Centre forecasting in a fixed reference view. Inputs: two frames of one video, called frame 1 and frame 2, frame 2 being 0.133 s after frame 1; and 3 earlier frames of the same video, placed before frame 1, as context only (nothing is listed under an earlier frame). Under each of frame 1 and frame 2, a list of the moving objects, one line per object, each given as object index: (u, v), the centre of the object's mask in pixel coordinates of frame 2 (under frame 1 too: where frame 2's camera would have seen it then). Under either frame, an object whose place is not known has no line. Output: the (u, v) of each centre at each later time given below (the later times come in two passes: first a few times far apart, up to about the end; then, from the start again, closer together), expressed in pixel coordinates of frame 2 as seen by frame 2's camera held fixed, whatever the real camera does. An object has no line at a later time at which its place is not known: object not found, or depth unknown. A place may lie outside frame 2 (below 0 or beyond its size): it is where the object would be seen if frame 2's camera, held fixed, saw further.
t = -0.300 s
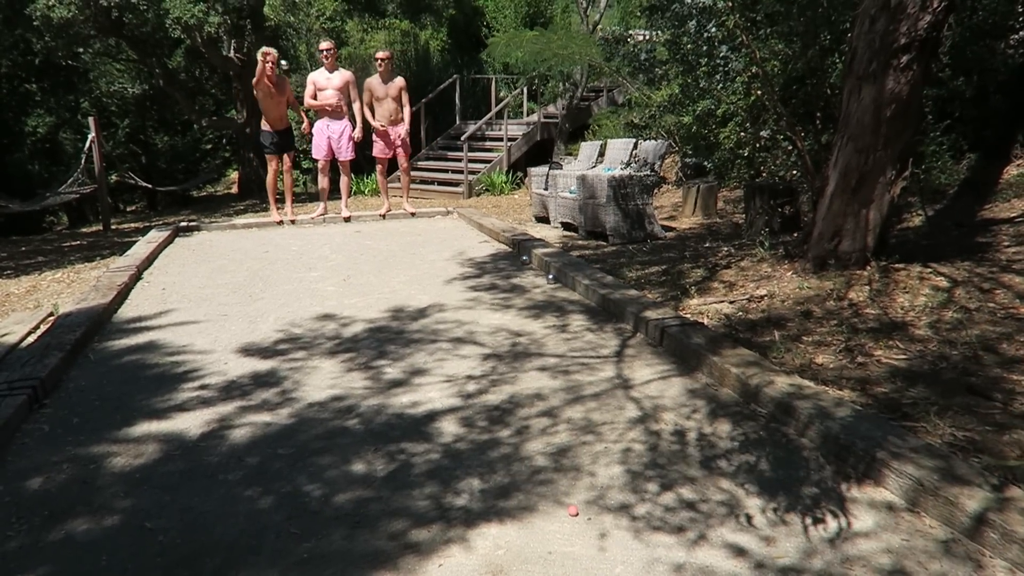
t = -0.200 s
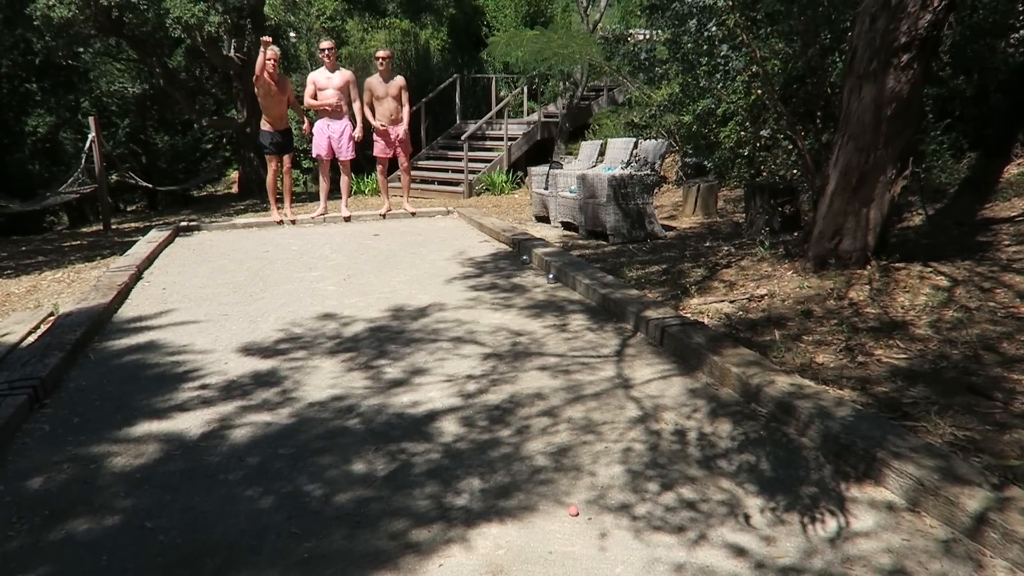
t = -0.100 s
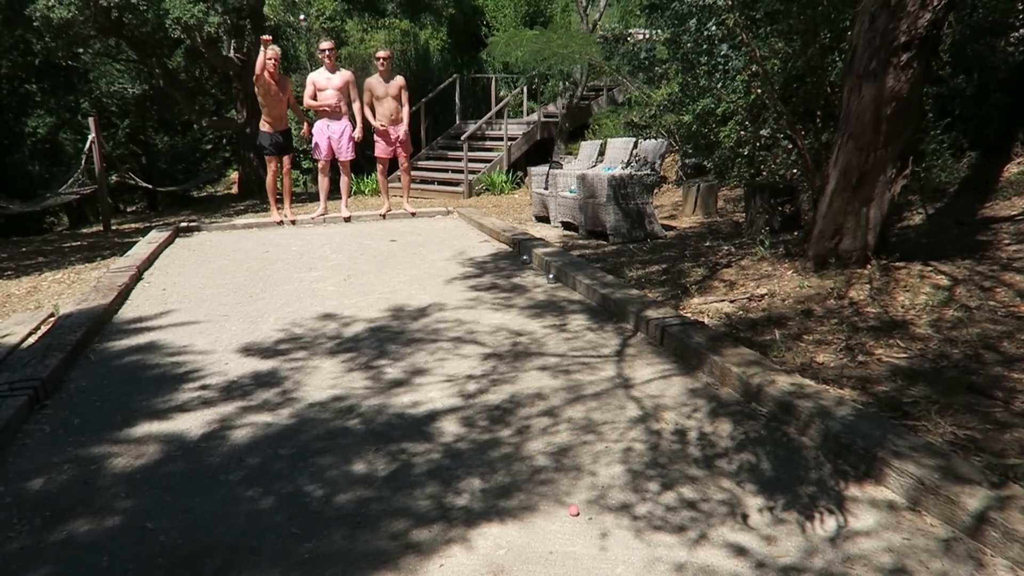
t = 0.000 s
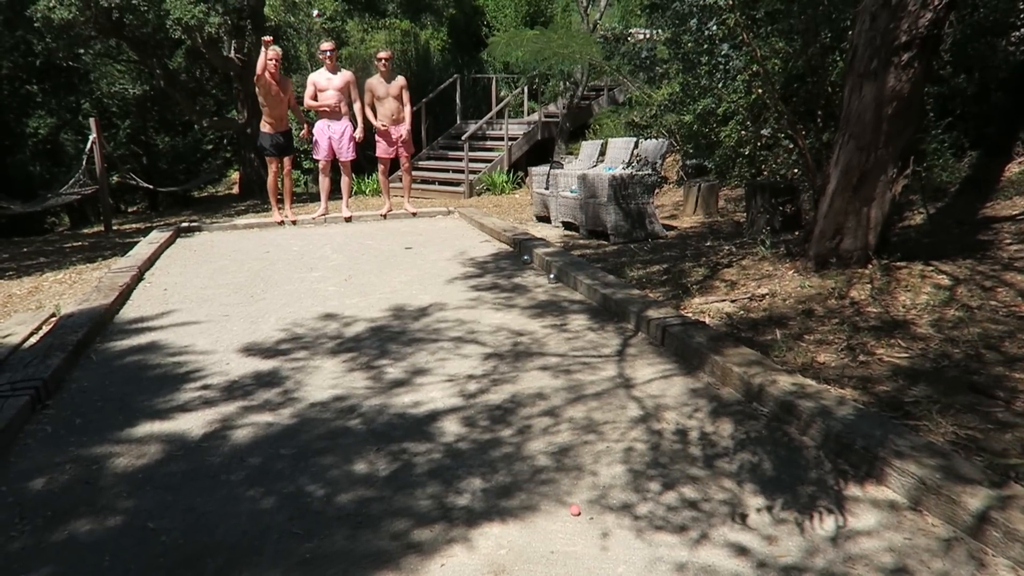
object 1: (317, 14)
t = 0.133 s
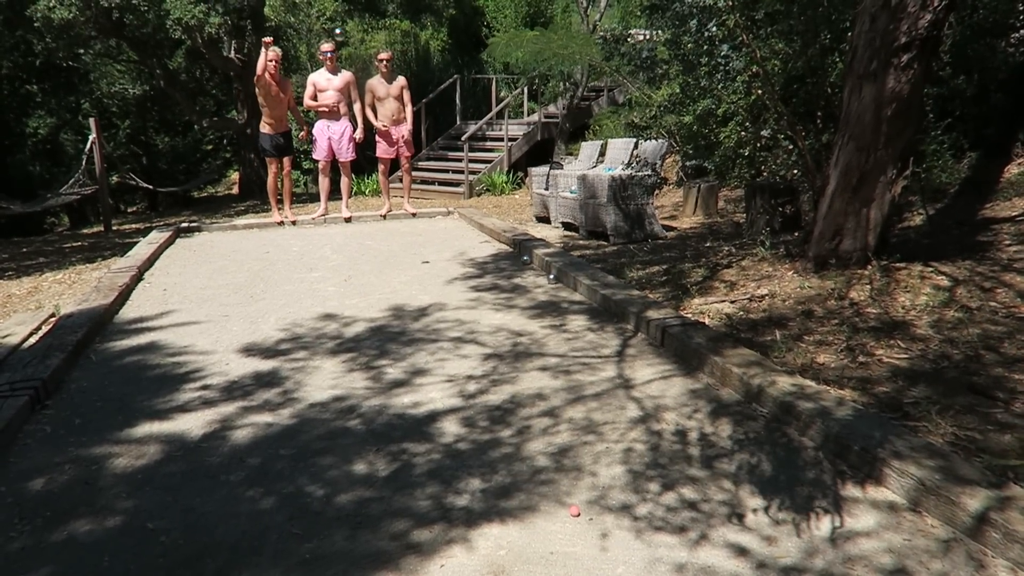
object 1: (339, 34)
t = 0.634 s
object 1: (468, 357)
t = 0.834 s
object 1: (508, 406)
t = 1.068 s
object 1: (552, 439)
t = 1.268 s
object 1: (584, 463)
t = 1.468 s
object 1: (615, 486)
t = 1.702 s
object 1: (650, 509)
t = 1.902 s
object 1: (673, 525)
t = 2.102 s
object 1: (693, 538)
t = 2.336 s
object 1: (708, 548)
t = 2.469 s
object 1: (708, 549)
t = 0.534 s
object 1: (452, 356)
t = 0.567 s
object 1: (458, 359)
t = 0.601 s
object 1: (463, 357)
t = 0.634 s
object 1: (468, 357)
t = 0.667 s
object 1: (474, 360)
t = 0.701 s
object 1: (481, 365)
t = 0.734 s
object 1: (487, 372)
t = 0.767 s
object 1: (494, 384)
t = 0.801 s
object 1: (501, 399)
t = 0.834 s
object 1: (508, 406)
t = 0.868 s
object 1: (515, 411)
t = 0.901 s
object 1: (522, 417)
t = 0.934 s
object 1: (528, 421)
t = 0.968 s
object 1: (534, 426)
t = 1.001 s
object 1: (540, 430)
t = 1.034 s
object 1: (546, 434)
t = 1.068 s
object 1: (552, 439)
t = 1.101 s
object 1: (557, 443)
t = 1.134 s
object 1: (562, 445)
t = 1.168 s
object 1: (568, 448)
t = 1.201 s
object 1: (574, 453)
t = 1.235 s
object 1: (579, 459)
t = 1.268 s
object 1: (584, 463)
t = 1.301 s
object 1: (589, 467)
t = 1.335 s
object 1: (595, 470)
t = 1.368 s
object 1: (600, 474)
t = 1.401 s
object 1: (605, 479)
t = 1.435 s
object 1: (611, 482)
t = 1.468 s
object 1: (615, 486)
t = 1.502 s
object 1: (620, 490)
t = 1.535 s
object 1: (625, 493)
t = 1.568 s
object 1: (629, 497)
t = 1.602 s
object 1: (635, 499)
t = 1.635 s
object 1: (641, 503)
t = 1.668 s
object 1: (645, 506)
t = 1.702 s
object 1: (650, 509)
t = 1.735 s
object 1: (654, 511)
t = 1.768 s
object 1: (658, 515)
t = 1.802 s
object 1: (662, 517)
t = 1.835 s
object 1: (666, 520)
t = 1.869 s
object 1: (670, 523)
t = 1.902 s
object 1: (673, 525)
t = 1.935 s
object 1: (677, 527)
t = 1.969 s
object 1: (680, 530)
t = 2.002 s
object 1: (684, 532)
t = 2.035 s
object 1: (687, 534)
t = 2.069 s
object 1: (690, 536)
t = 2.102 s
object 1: (693, 538)
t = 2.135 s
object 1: (695, 540)
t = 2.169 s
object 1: (697, 542)
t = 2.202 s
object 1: (700, 543)
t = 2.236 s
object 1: (702, 545)
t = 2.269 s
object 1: (705, 546)
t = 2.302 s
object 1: (707, 547)
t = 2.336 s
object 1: (708, 548)
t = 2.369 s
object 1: (709, 548)
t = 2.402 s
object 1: (710, 549)
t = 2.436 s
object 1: (709, 549)
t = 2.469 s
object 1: (708, 549)
